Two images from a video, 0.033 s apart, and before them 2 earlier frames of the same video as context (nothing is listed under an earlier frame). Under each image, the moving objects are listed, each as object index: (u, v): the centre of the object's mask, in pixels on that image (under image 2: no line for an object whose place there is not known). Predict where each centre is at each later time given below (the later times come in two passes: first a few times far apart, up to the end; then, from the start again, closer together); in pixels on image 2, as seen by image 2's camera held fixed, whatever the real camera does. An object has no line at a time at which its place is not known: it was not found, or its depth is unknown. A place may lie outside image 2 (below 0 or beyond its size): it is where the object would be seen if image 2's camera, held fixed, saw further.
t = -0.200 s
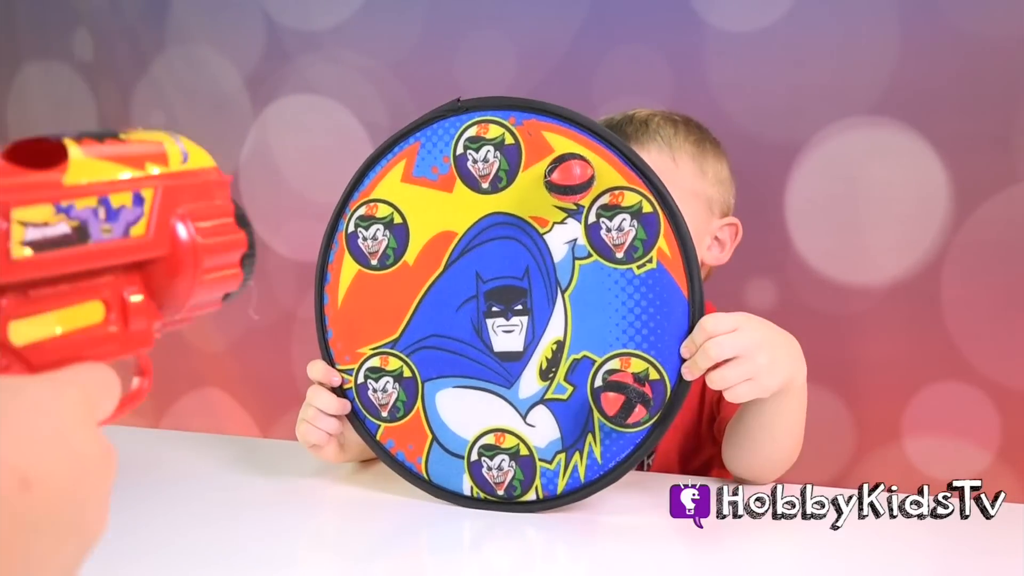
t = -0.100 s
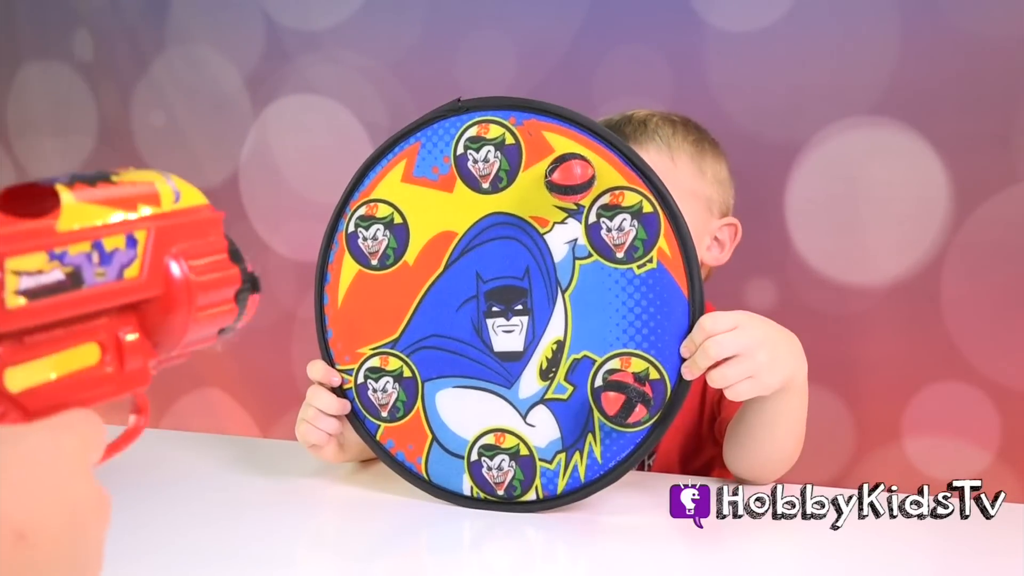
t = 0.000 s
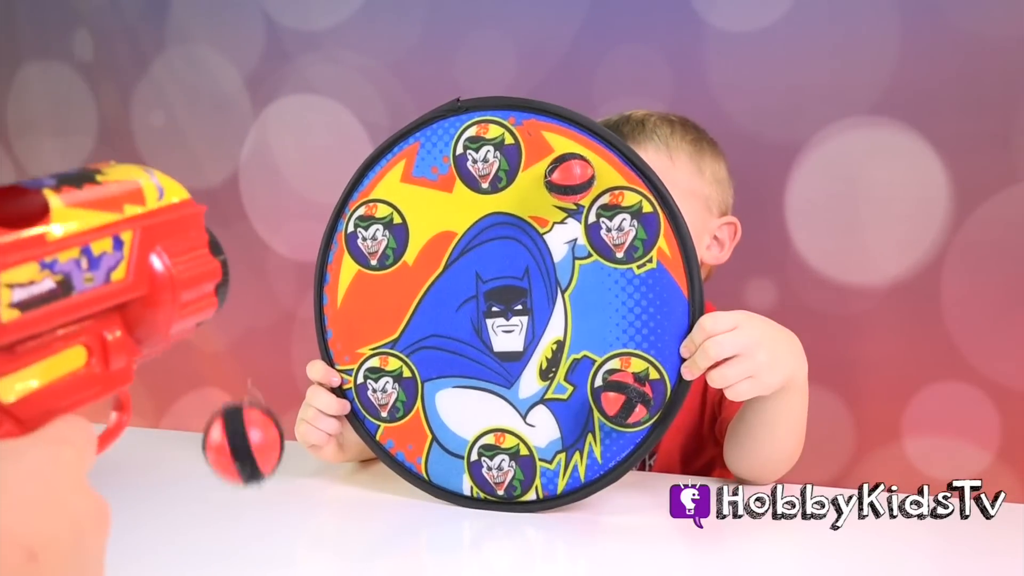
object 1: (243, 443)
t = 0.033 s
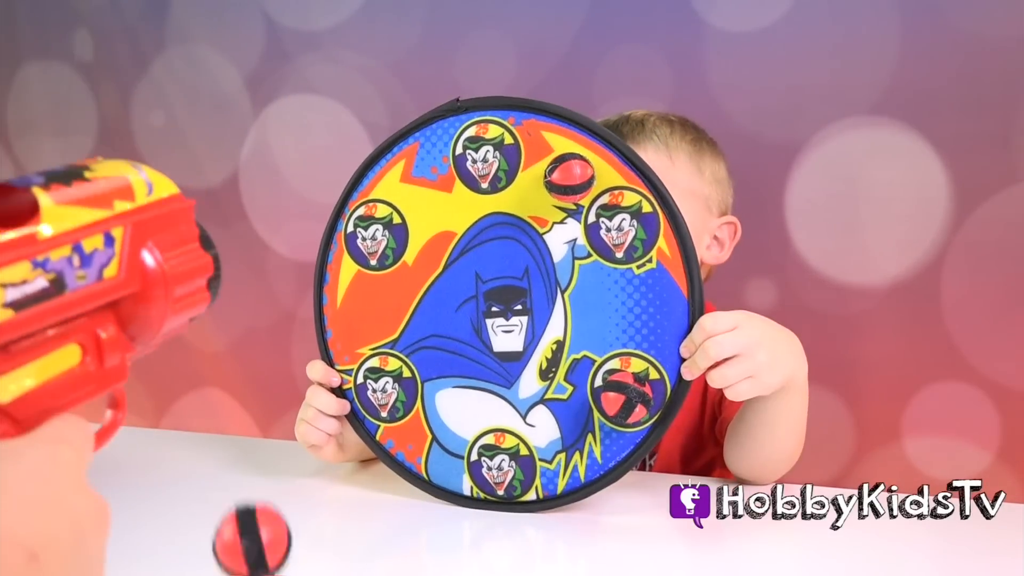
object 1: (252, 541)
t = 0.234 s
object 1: (276, 553)
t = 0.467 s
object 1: (315, 546)
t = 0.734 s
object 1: (391, 520)
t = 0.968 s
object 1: (428, 507)
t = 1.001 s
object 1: (431, 508)
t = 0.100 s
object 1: (262, 546)
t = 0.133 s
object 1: (265, 518)
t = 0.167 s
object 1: (268, 509)
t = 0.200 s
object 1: (272, 524)
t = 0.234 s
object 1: (276, 553)
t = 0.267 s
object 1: (278, 559)
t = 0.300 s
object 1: (280, 558)
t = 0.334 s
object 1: (284, 556)
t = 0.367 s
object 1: (290, 554)
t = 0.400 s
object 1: (298, 552)
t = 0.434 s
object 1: (306, 550)
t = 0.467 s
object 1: (315, 546)
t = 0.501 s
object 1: (323, 543)
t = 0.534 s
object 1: (332, 538)
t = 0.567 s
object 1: (342, 535)
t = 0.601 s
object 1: (352, 531)
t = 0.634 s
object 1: (364, 528)
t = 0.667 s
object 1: (374, 525)
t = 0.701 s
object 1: (383, 522)
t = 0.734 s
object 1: (391, 520)
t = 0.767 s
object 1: (398, 519)
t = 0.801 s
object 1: (404, 517)
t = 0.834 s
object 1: (410, 515)
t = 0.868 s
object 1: (416, 513)
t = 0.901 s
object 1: (421, 510)
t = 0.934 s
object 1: (425, 507)
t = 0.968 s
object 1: (428, 507)
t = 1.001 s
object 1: (431, 508)
